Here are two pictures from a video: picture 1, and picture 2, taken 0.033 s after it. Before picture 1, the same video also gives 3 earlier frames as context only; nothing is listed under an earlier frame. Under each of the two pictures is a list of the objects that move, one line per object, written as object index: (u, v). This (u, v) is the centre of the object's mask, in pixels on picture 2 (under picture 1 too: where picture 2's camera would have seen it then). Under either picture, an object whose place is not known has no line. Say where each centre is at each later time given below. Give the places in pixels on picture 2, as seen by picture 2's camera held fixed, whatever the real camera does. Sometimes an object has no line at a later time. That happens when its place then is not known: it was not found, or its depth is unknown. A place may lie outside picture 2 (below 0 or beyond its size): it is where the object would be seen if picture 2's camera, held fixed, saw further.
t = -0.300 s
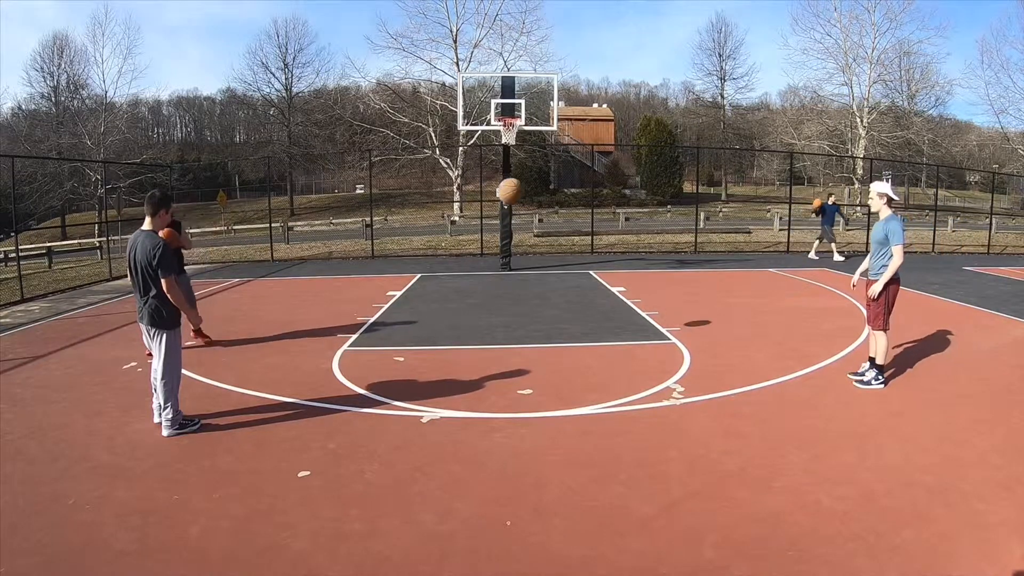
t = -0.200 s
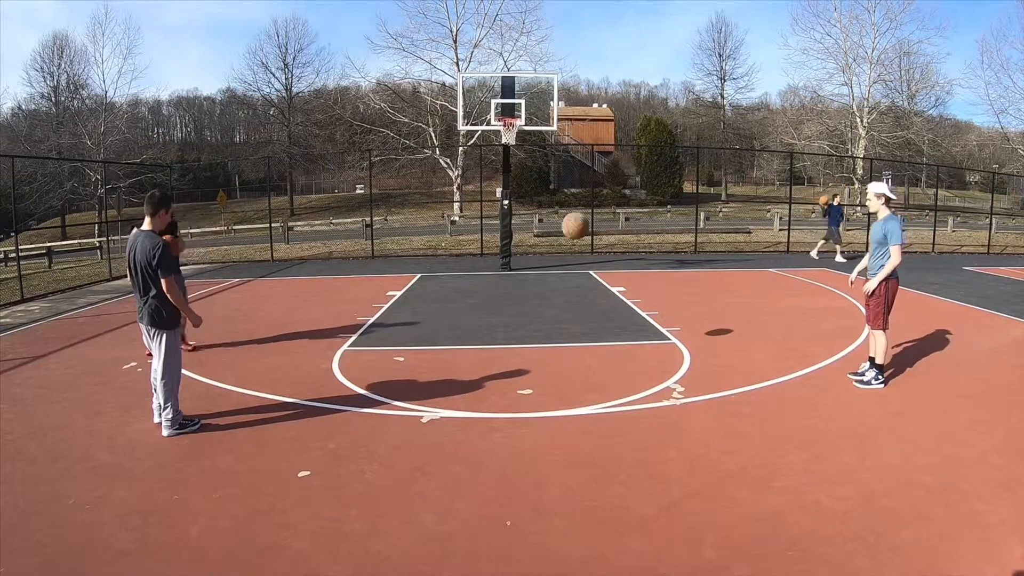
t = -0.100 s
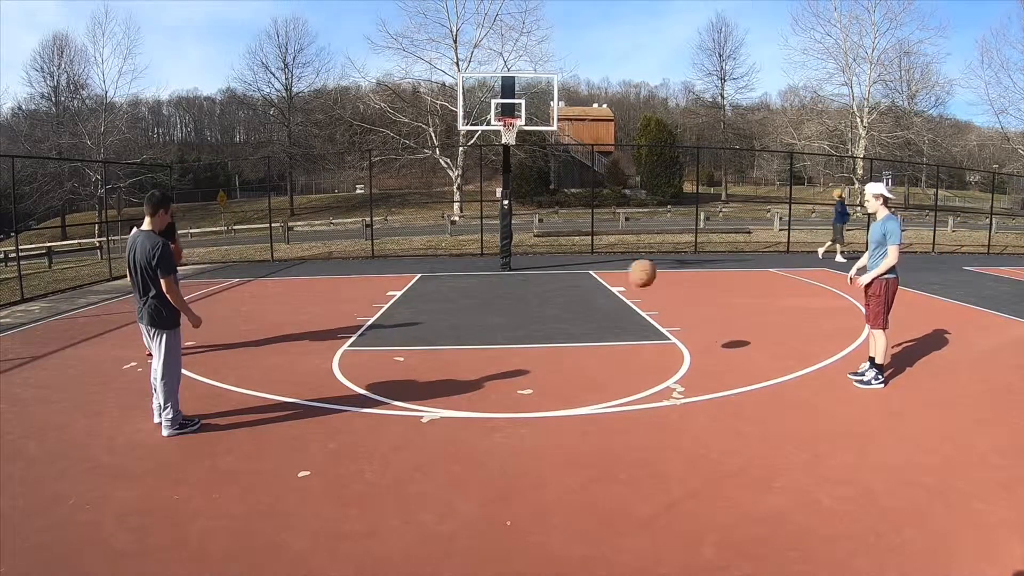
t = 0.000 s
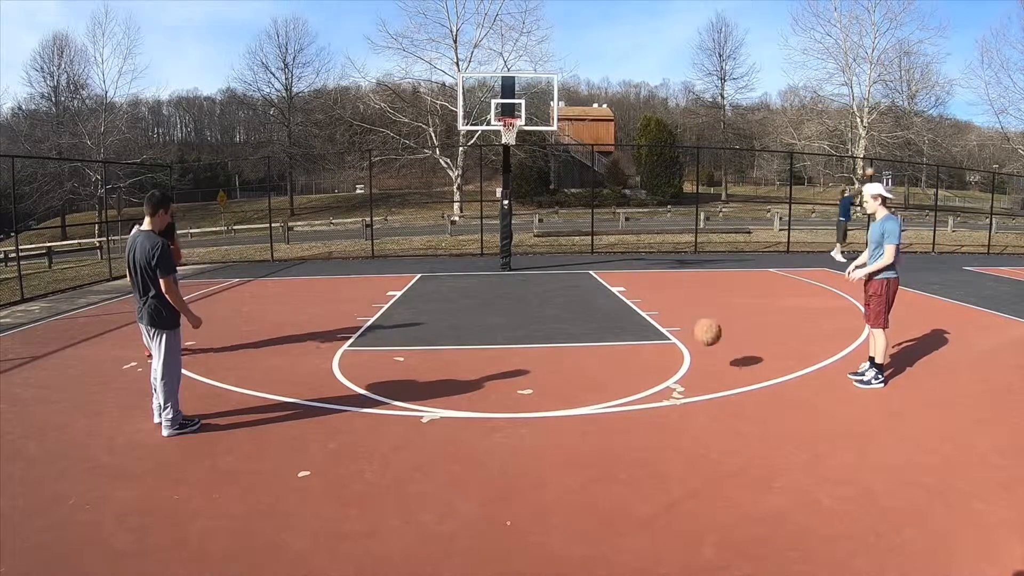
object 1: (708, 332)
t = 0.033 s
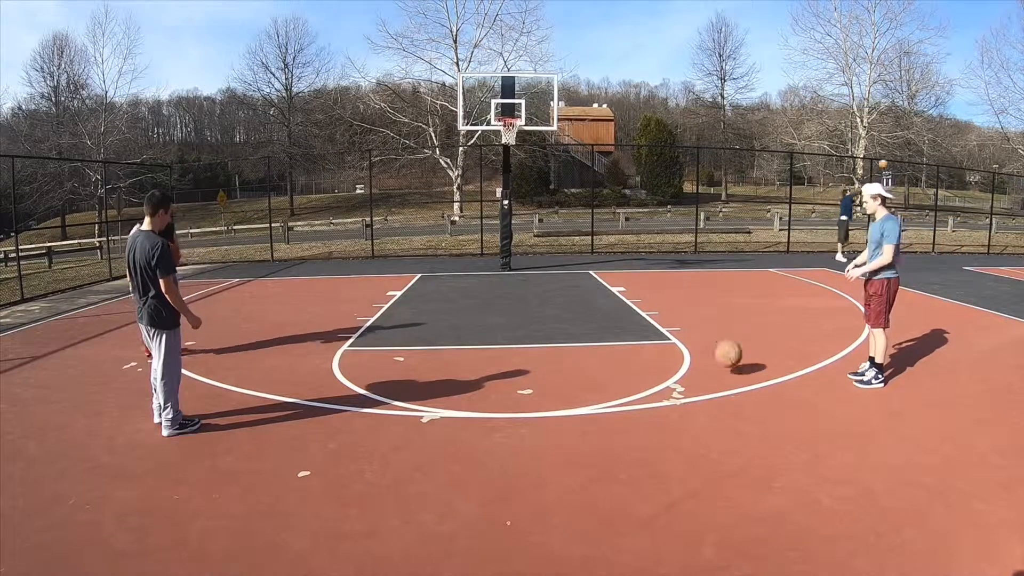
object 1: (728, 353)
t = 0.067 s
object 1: (744, 360)
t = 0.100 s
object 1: (755, 344)
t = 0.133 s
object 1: (767, 329)
